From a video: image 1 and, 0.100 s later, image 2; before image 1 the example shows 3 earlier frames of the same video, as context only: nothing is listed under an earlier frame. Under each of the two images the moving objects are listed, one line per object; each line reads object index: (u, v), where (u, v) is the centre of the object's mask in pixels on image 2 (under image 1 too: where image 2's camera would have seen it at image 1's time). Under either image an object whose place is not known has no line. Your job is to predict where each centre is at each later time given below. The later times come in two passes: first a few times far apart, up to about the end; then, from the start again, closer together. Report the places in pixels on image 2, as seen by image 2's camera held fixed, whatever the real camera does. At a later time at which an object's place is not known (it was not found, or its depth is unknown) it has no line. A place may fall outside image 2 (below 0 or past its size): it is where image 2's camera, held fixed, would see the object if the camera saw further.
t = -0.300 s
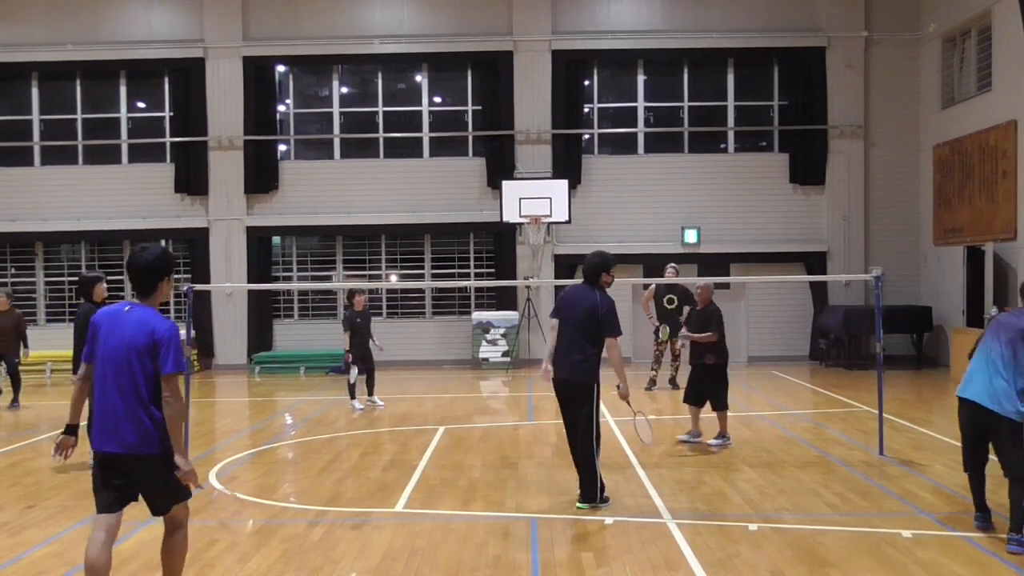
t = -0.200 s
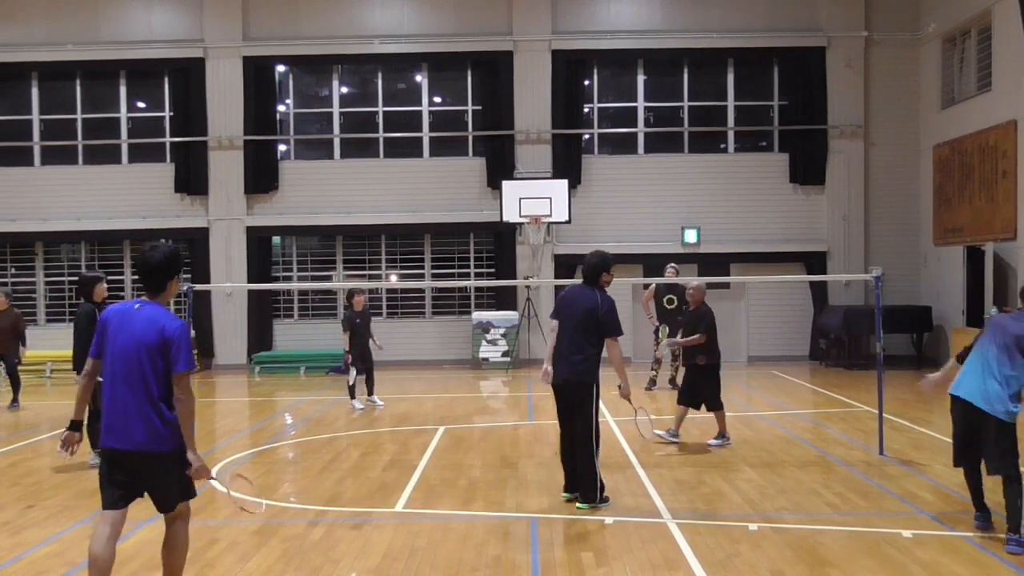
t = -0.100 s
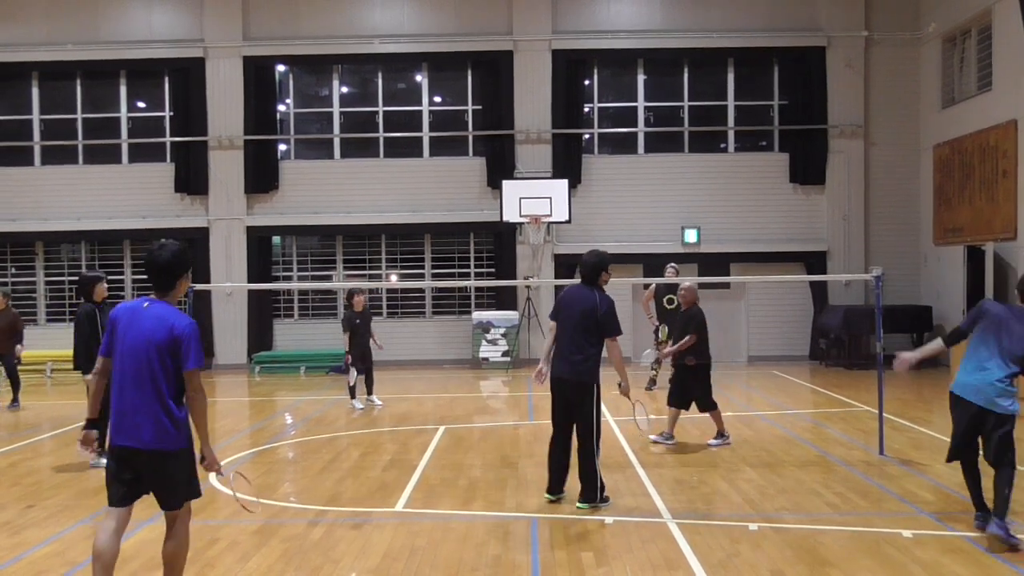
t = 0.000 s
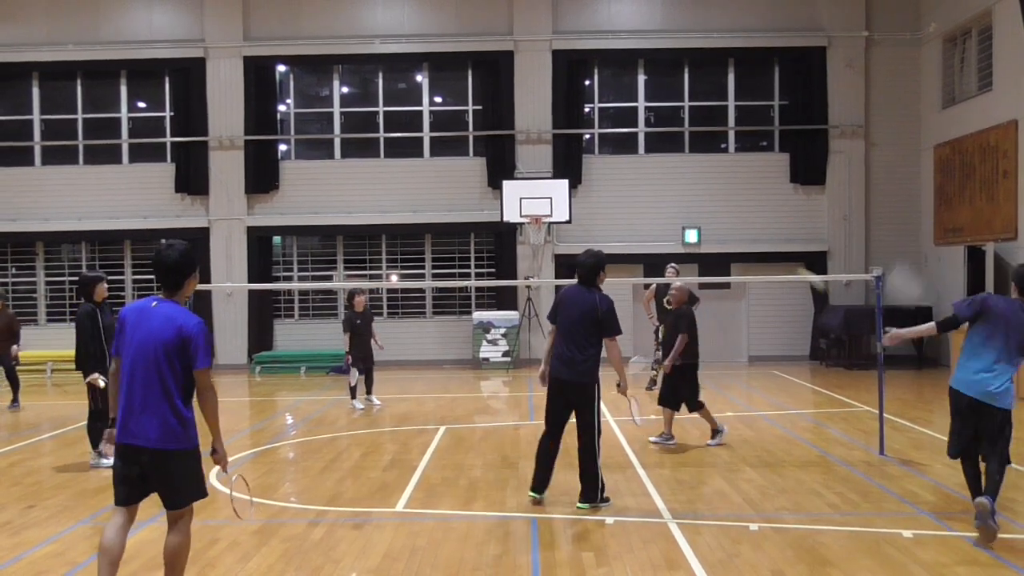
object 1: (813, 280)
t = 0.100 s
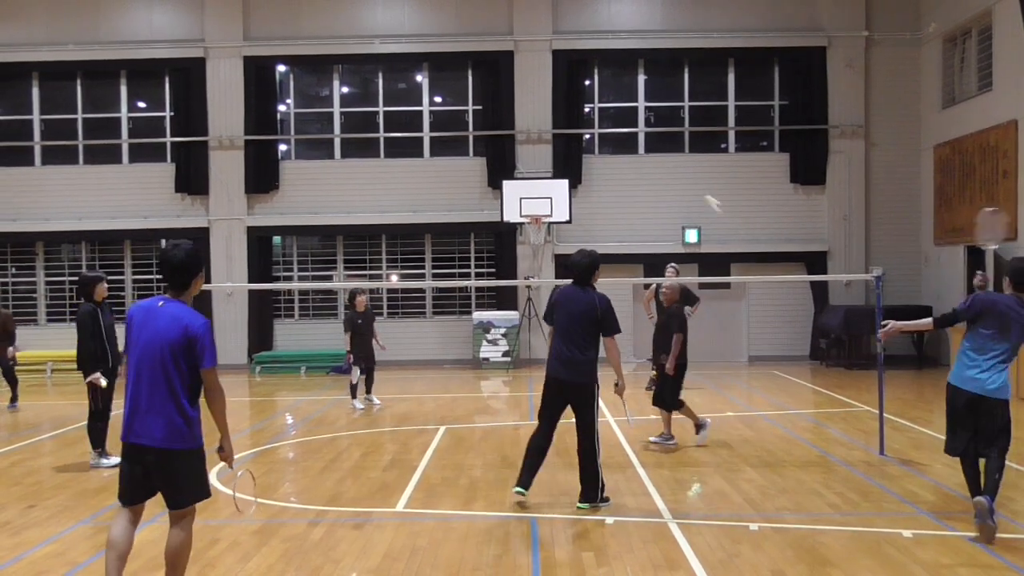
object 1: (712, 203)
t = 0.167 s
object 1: (673, 175)
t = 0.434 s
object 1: (584, 151)
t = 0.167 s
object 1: (673, 175)
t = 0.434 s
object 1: (584, 151)
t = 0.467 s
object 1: (577, 152)
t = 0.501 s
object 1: (570, 154)
